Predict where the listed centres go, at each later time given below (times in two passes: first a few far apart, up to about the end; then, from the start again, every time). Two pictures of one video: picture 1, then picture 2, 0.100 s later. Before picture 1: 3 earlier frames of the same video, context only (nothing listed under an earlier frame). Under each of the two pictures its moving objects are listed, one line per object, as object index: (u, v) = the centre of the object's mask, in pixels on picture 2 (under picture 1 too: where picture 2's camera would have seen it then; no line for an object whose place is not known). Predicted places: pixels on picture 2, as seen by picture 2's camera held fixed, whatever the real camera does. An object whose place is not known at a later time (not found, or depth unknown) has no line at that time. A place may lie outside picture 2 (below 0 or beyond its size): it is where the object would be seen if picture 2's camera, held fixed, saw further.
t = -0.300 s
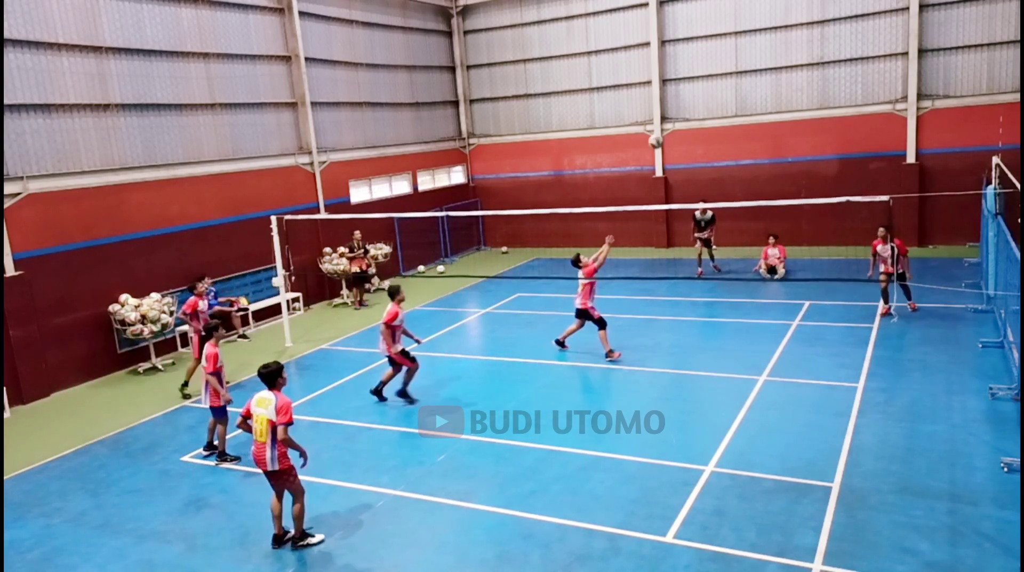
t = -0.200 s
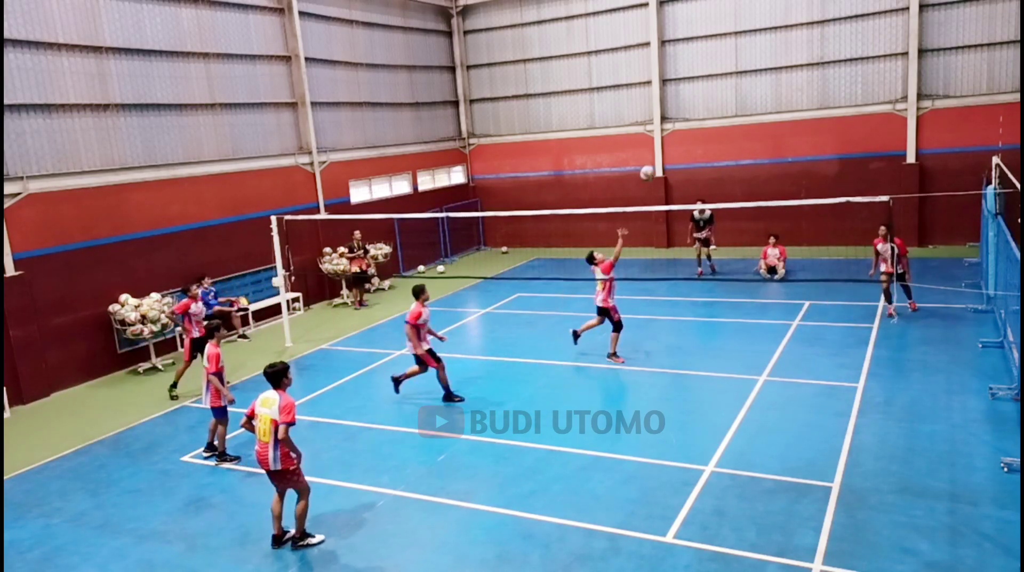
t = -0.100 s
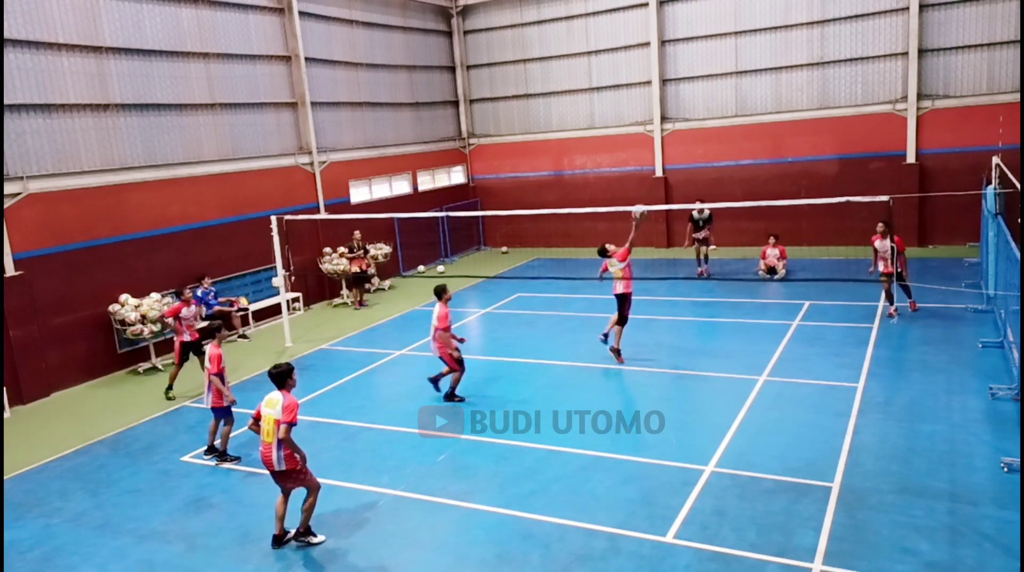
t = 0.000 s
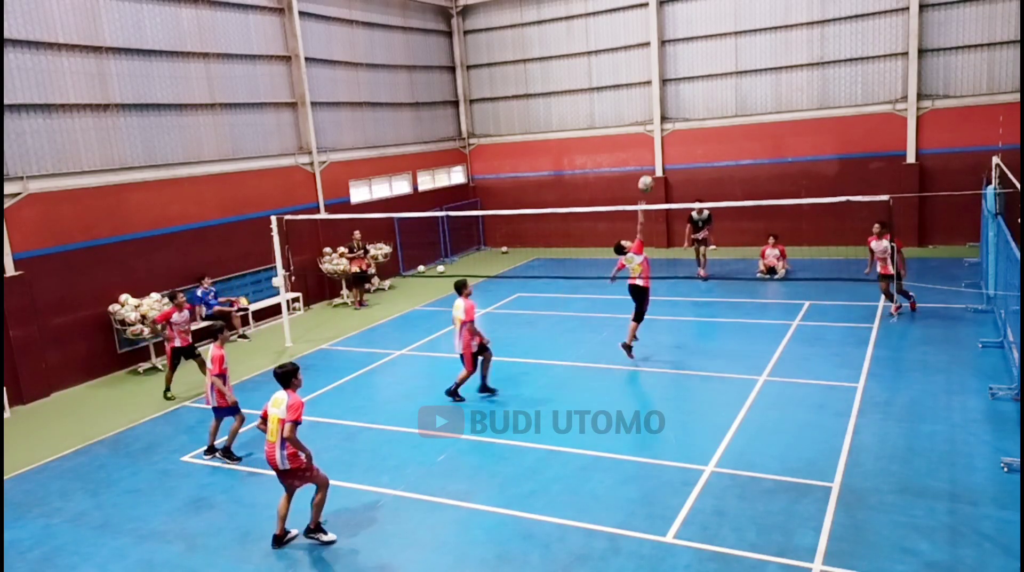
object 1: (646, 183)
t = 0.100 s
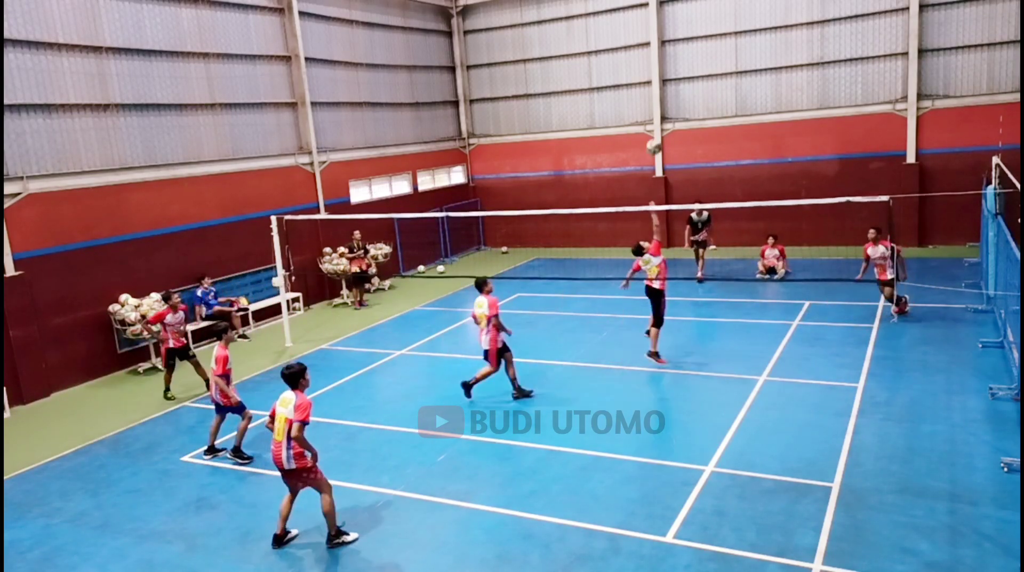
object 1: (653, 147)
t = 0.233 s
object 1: (666, 109)
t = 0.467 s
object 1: (687, 68)
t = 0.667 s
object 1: (707, 66)
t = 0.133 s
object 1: (657, 135)
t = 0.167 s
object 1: (660, 126)
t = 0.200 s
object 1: (662, 116)
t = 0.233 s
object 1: (666, 109)
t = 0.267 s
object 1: (668, 99)
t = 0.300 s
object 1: (671, 92)
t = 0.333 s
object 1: (674, 85)
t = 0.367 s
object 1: (677, 80)
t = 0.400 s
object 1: (680, 75)
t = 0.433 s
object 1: (684, 71)
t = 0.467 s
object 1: (687, 68)
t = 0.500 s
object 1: (691, 66)
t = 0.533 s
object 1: (694, 65)
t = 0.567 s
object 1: (697, 64)
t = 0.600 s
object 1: (701, 64)
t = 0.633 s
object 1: (704, 64)
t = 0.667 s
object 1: (707, 66)
